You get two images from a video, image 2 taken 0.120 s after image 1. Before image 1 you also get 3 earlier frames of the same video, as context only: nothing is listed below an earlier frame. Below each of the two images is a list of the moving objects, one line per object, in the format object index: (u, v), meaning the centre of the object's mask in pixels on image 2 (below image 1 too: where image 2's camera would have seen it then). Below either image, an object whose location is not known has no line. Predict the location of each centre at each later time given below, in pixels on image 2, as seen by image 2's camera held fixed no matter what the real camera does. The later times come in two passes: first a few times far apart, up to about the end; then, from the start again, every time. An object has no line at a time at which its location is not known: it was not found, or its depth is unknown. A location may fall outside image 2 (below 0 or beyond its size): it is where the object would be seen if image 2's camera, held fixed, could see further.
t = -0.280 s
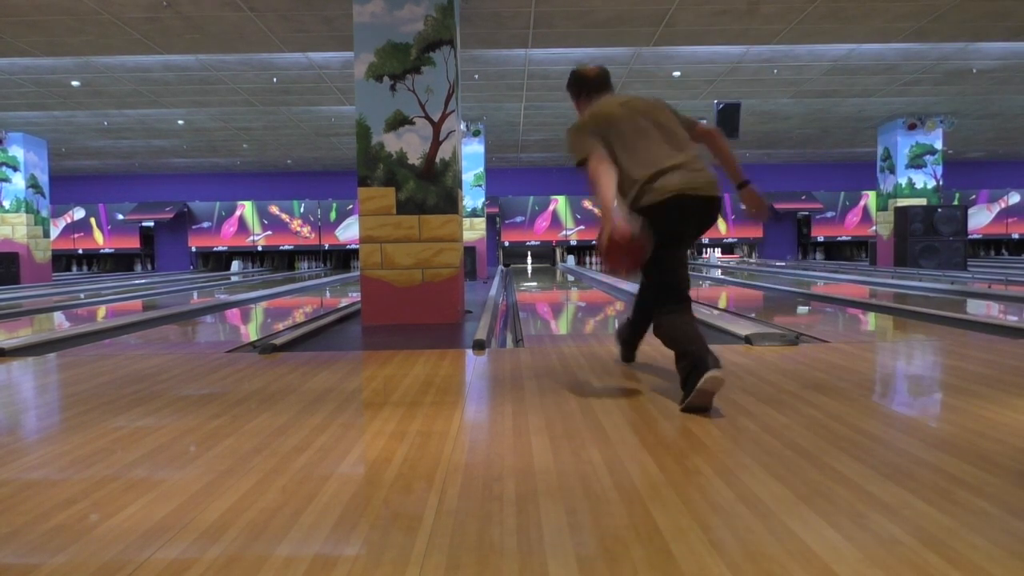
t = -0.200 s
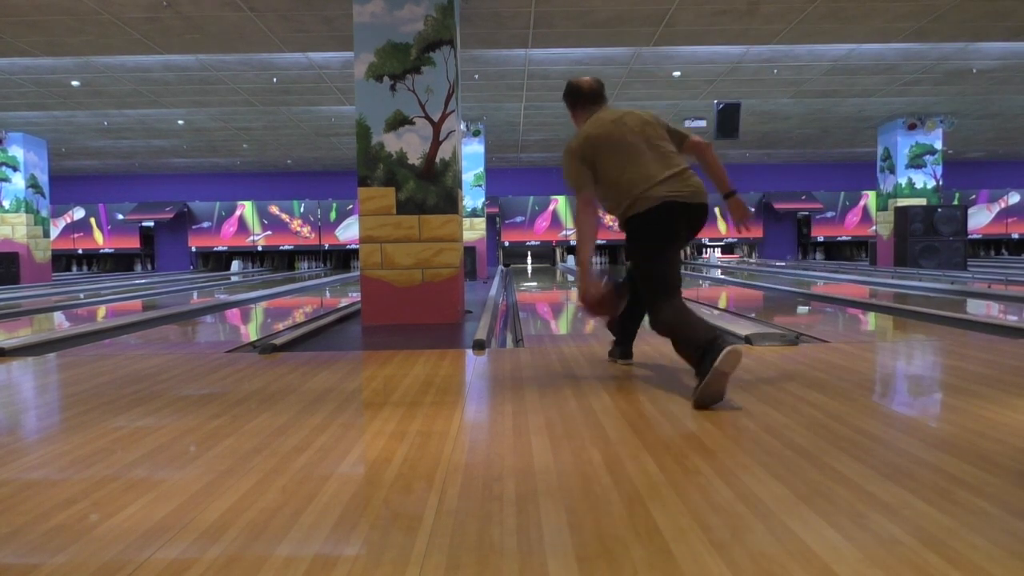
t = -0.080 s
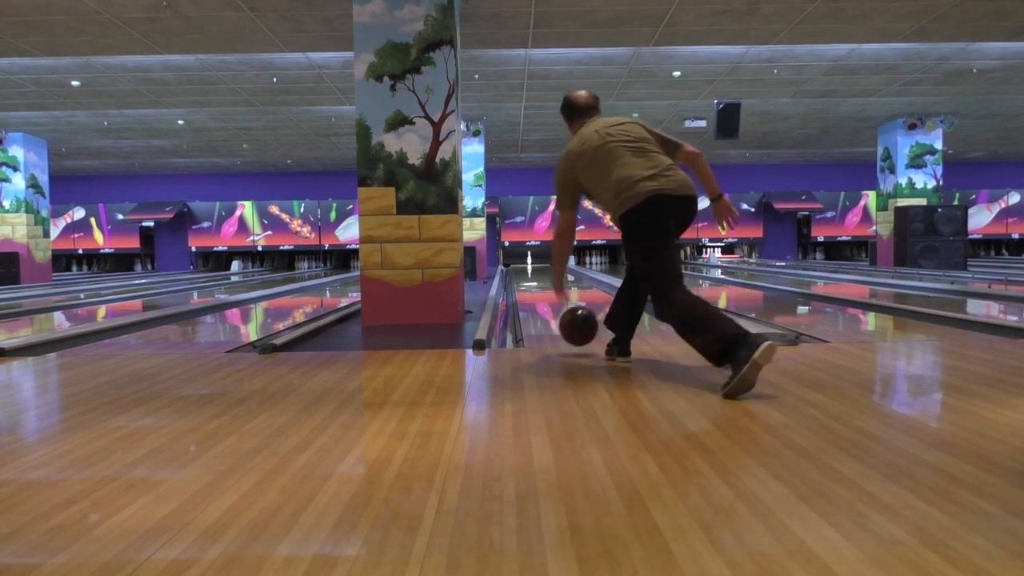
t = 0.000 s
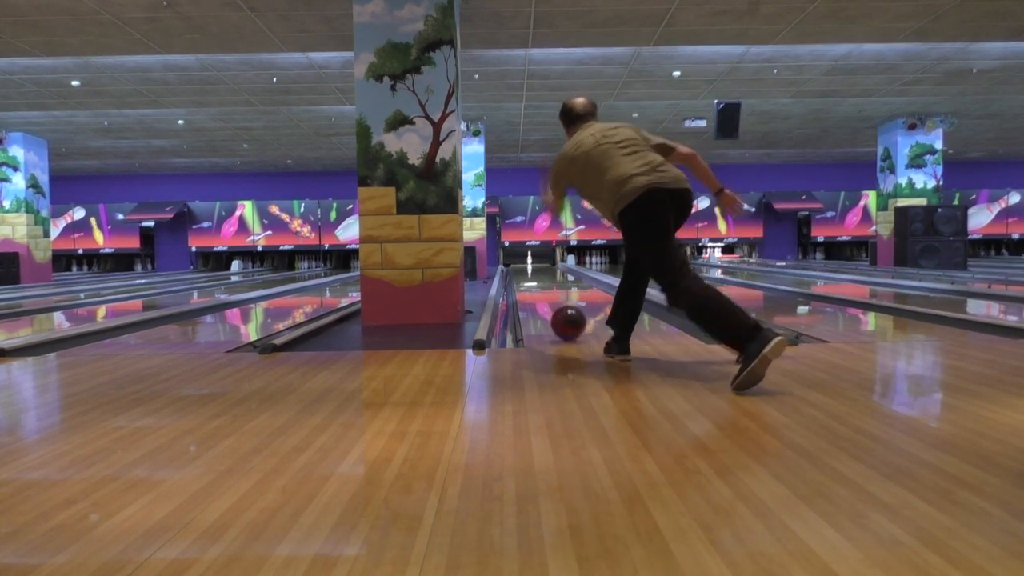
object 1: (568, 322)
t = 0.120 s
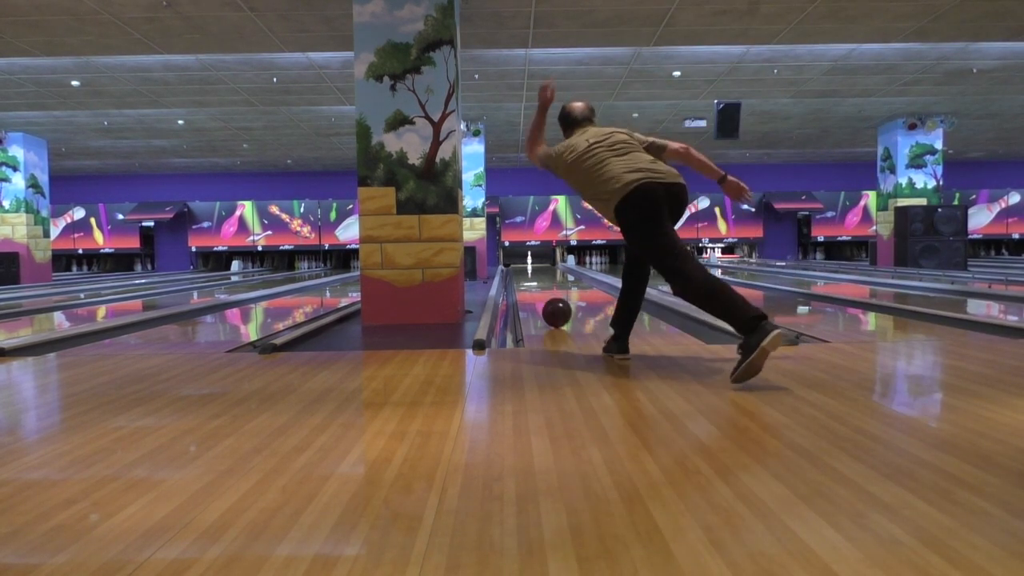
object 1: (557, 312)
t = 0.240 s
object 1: (548, 304)
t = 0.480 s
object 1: (537, 292)
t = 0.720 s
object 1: (531, 284)
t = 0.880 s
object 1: (527, 281)
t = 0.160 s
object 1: (553, 309)
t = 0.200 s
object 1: (551, 306)
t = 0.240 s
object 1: (548, 304)
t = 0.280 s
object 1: (546, 301)
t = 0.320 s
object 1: (544, 299)
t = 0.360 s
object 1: (542, 297)
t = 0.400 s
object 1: (540, 295)
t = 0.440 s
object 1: (539, 293)
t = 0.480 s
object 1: (537, 292)
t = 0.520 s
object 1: (536, 290)
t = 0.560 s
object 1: (535, 289)
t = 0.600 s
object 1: (533, 288)
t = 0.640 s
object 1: (532, 287)
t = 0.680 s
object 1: (531, 286)
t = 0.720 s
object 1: (531, 284)
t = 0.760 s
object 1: (530, 283)
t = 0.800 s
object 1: (529, 282)
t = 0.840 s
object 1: (528, 282)
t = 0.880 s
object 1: (527, 281)
